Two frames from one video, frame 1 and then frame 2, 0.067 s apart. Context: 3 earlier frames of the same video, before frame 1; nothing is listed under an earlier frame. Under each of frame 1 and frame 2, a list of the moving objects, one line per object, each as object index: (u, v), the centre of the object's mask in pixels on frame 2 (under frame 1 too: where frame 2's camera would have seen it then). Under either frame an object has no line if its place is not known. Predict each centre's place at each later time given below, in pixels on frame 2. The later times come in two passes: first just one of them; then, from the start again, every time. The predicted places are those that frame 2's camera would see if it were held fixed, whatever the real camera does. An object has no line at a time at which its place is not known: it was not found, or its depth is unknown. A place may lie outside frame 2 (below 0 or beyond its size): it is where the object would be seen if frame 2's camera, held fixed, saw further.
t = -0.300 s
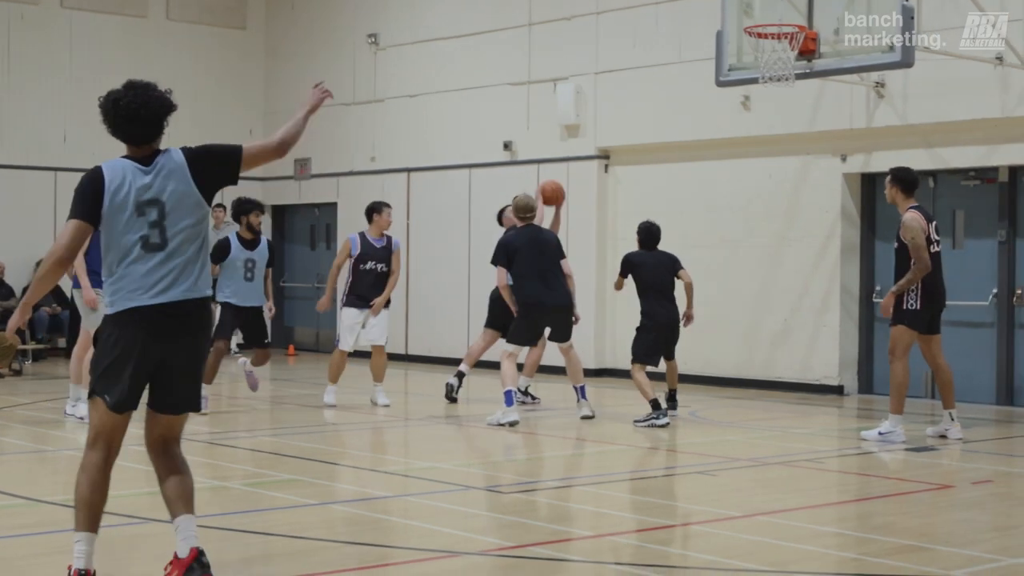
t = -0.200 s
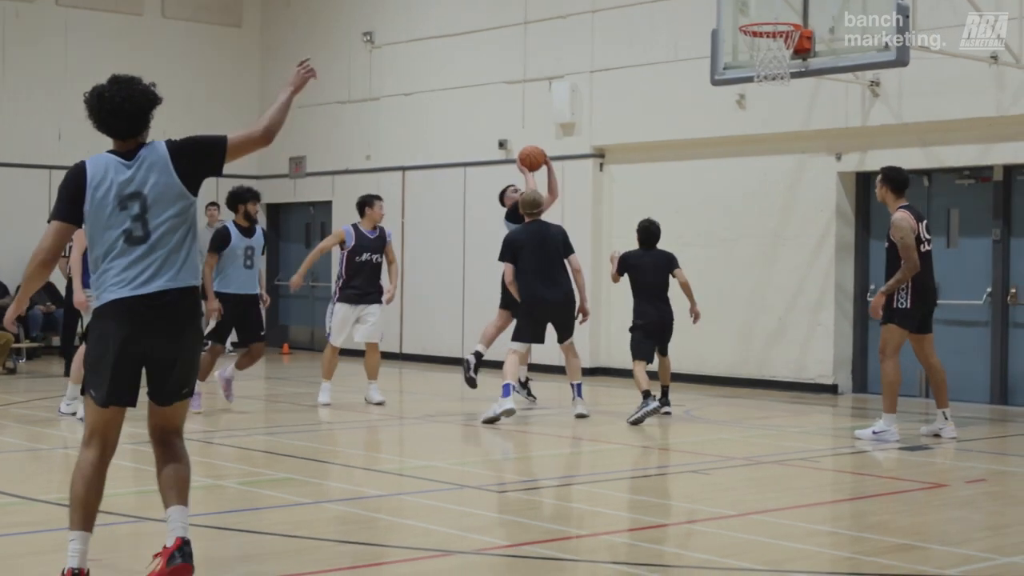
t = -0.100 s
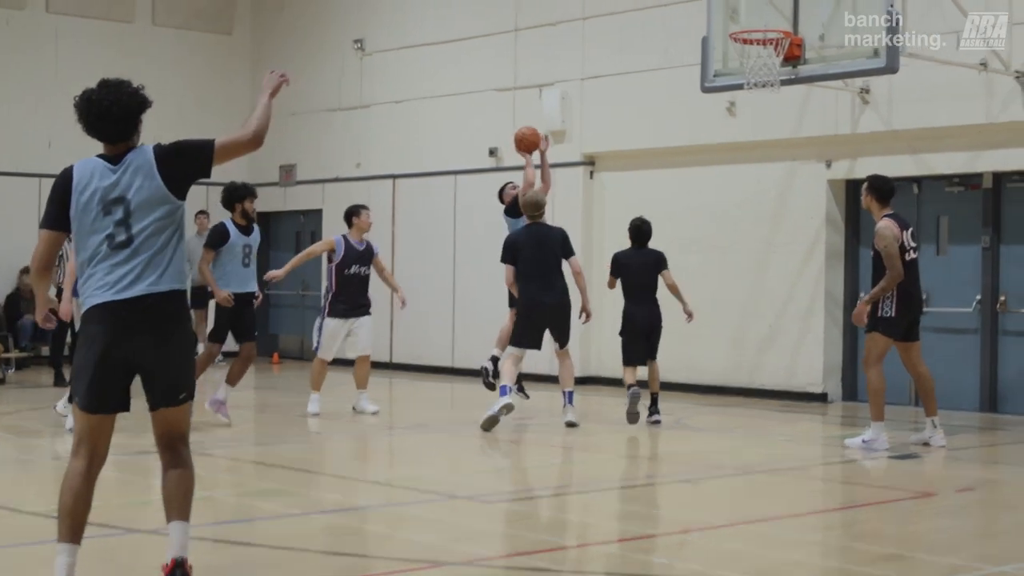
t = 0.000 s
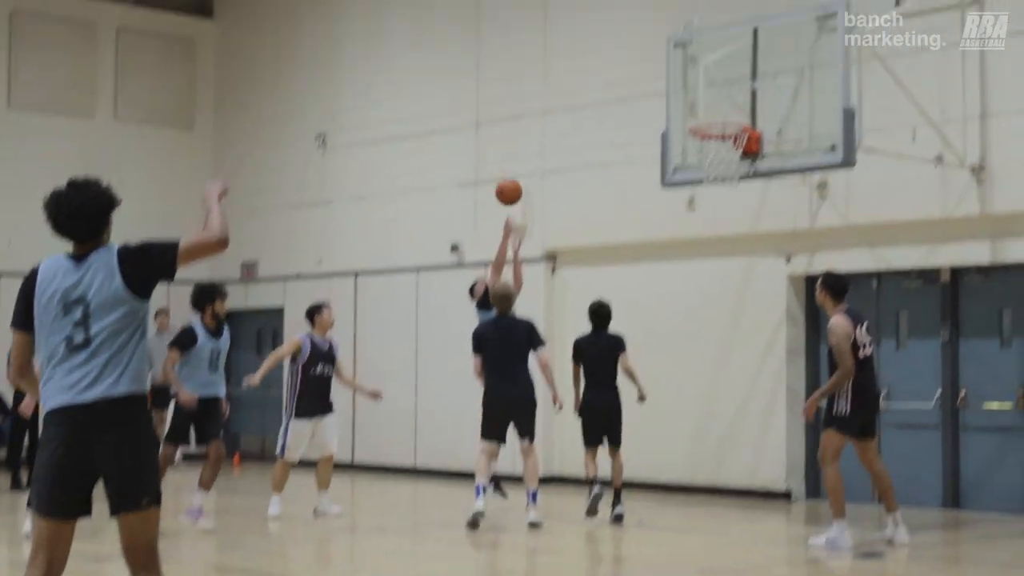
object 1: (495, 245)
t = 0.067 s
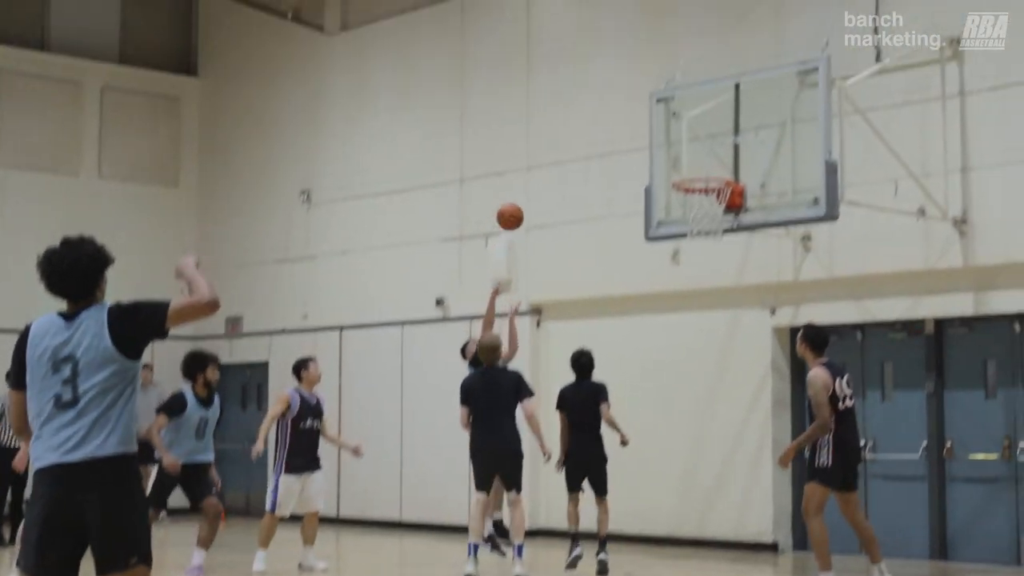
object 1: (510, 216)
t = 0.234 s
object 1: (552, 162)
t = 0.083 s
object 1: (514, 210)
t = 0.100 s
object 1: (518, 203)
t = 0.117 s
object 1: (522, 197)
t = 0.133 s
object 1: (526, 191)
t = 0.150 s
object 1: (530, 186)
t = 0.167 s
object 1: (535, 180)
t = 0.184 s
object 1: (539, 175)
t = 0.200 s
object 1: (544, 171)
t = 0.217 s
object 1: (548, 167)
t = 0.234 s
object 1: (552, 162)
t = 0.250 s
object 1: (556, 159)
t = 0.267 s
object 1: (561, 155)
